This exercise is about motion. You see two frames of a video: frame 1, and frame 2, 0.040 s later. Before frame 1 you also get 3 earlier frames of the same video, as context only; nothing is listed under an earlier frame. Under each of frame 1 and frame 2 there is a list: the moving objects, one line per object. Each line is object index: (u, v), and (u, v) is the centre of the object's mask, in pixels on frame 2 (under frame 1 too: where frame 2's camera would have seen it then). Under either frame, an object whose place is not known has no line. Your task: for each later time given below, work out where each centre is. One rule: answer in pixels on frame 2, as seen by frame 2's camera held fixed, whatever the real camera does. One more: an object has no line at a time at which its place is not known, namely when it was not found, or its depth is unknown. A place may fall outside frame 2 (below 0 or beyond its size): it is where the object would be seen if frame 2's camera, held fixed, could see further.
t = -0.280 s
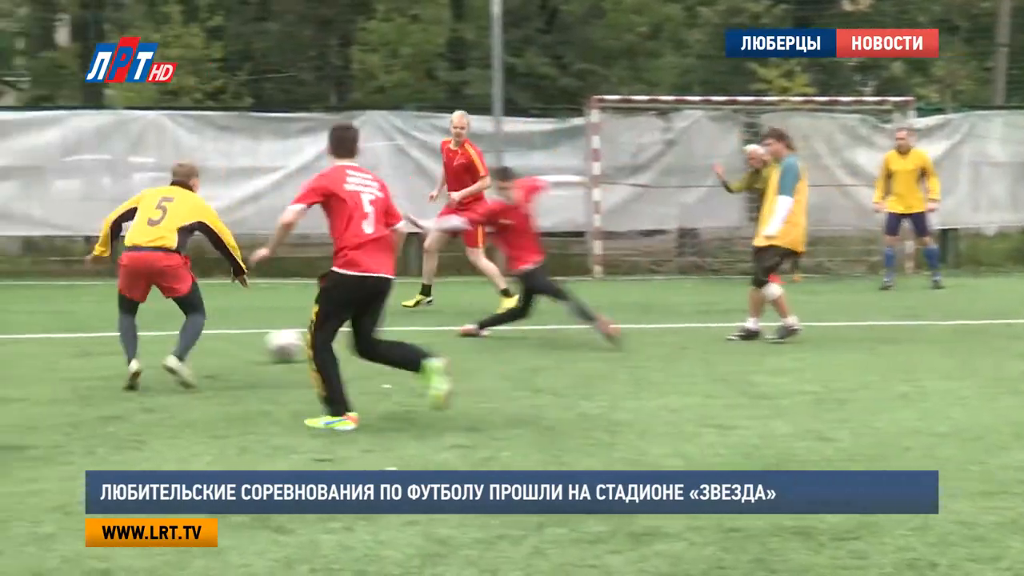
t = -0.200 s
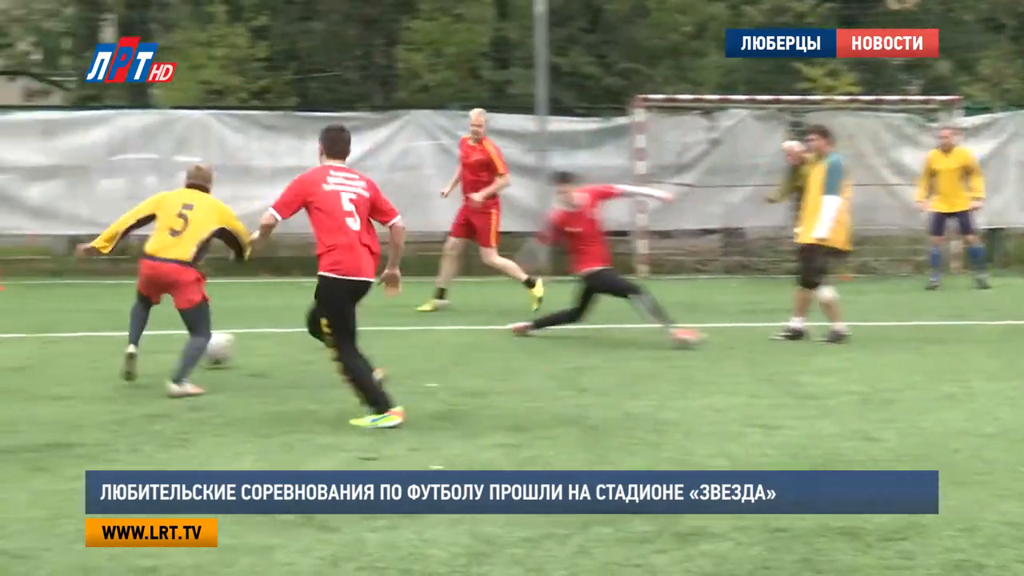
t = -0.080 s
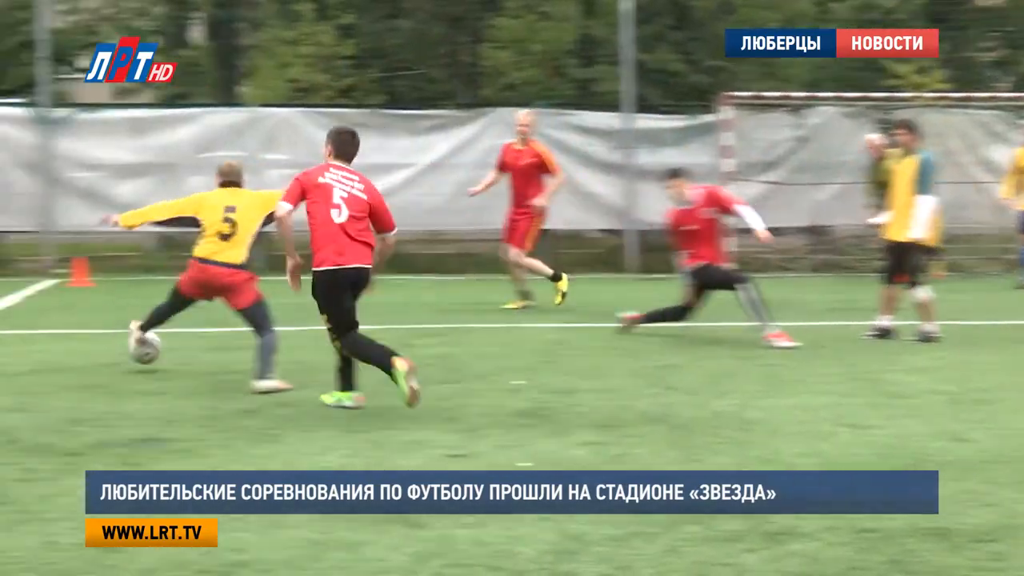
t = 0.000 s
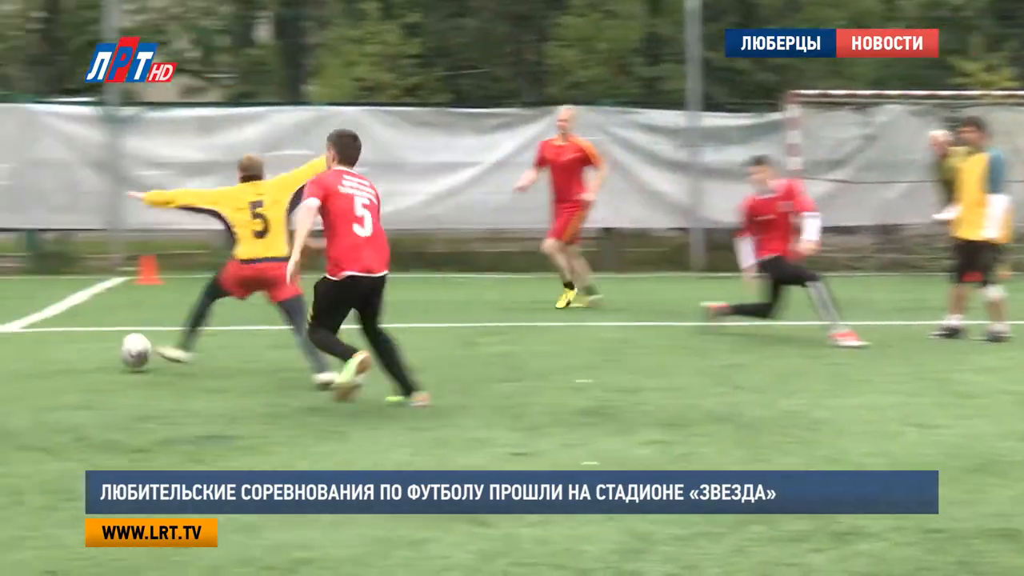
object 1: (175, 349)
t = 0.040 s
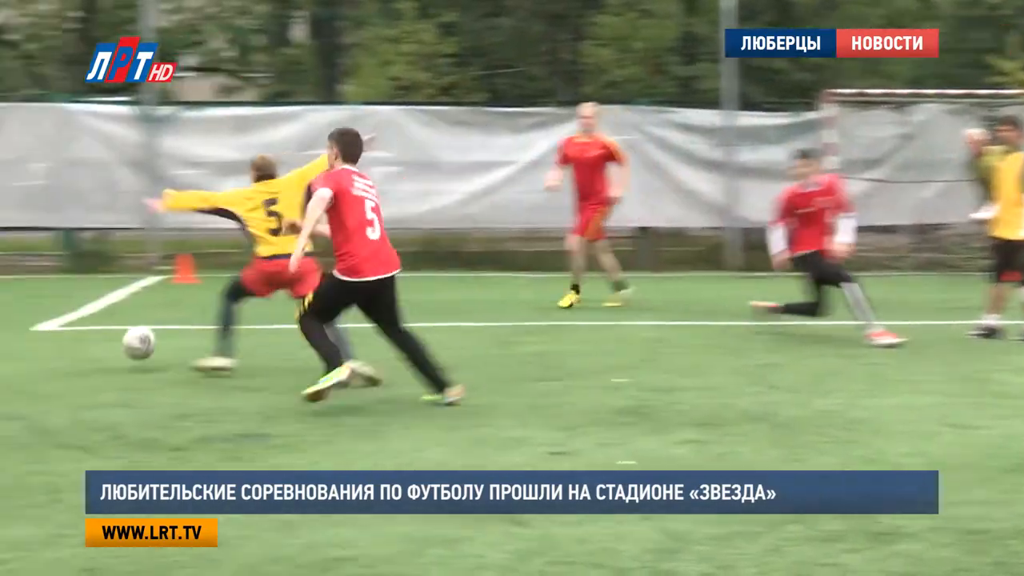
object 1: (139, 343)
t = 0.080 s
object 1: (99, 339)
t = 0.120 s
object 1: (61, 339)
